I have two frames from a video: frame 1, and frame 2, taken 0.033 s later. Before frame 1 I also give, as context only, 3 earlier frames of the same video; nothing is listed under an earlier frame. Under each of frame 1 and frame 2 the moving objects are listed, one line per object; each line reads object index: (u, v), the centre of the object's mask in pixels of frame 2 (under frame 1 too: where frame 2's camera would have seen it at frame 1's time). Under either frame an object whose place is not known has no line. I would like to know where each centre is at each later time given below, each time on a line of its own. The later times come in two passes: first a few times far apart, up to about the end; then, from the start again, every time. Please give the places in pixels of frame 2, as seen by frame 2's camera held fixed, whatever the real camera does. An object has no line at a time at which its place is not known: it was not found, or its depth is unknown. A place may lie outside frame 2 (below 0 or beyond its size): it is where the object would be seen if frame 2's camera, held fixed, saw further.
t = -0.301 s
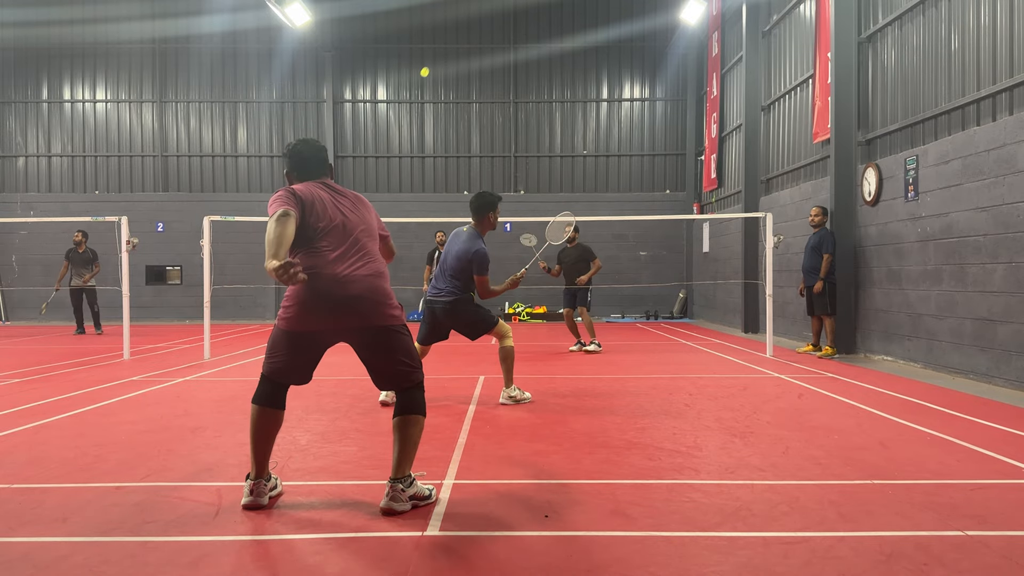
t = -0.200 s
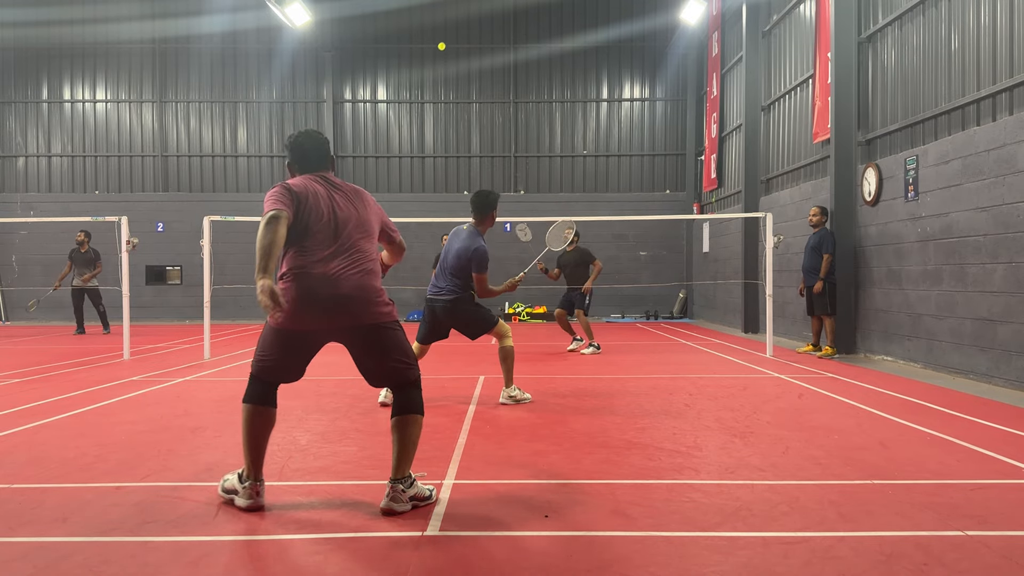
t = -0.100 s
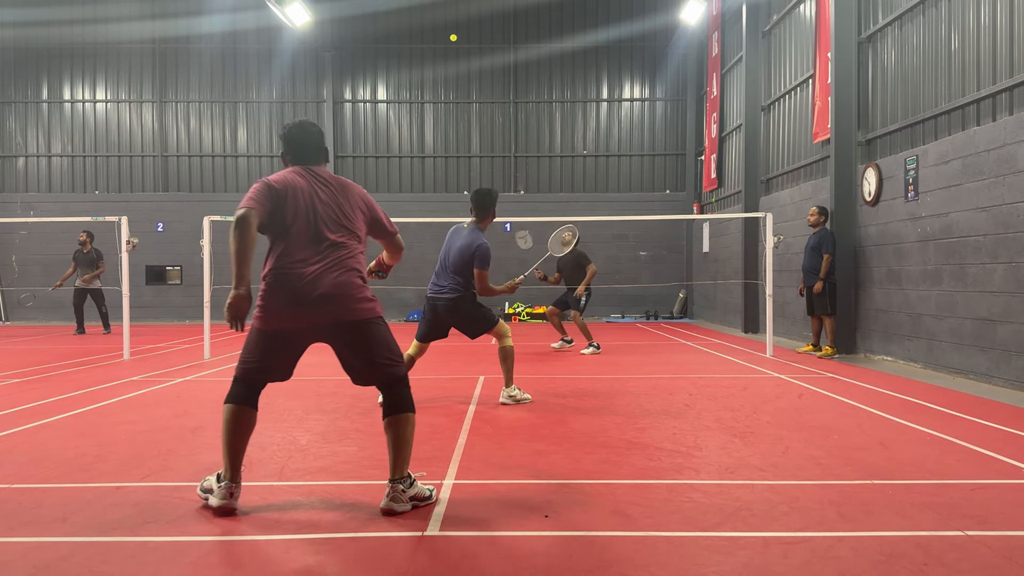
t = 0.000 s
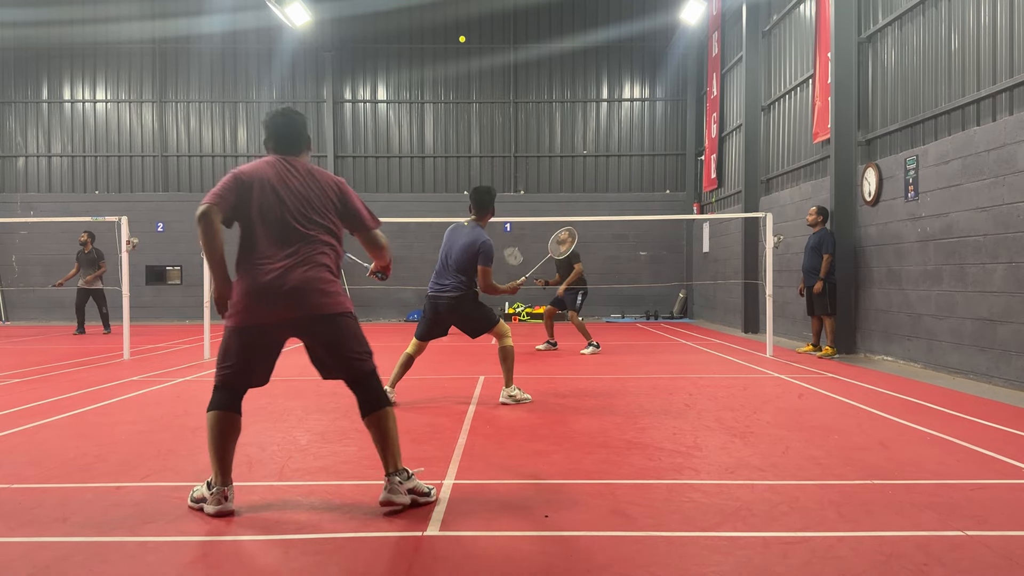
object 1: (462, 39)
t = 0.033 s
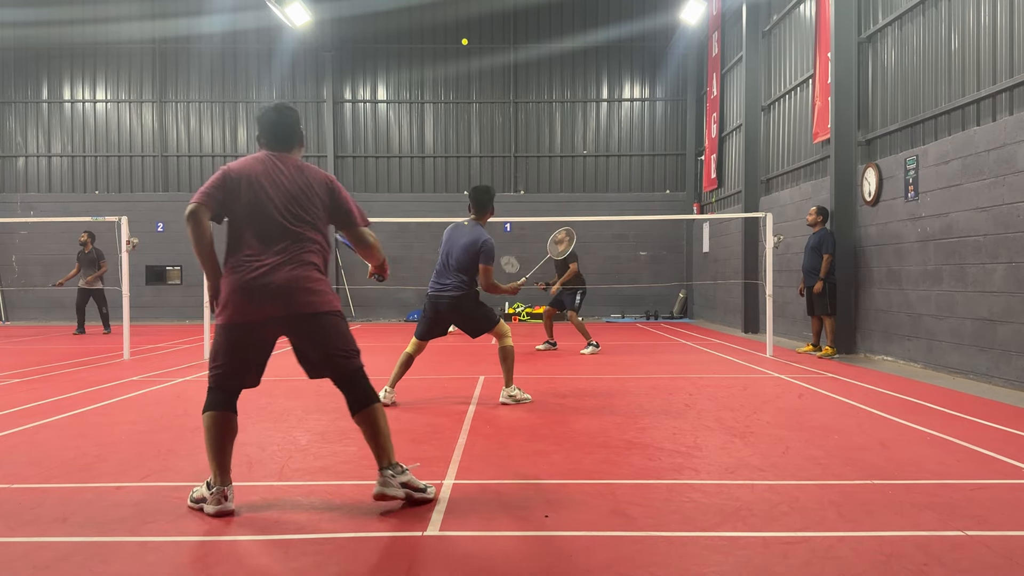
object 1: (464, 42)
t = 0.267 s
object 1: (479, 78)
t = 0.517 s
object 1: (491, 143)
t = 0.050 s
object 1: (466, 43)
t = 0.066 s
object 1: (467, 45)
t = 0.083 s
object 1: (468, 47)
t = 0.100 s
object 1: (469, 49)
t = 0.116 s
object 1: (470, 51)
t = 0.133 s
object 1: (471, 53)
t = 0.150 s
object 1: (472, 55)
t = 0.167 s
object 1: (473, 58)
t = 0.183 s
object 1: (474, 61)
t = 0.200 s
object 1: (475, 64)
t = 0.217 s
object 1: (476, 67)
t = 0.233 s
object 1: (477, 71)
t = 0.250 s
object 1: (478, 74)
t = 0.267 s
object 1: (479, 78)
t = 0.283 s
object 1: (480, 81)
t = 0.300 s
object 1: (481, 85)
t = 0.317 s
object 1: (482, 89)
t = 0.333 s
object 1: (483, 93)
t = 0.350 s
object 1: (483, 97)
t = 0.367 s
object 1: (484, 101)
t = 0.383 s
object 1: (485, 106)
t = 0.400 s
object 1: (485, 110)
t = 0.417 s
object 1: (486, 114)
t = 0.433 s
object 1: (487, 119)
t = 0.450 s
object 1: (488, 123)
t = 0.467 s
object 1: (489, 128)
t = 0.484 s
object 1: (489, 133)
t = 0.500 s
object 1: (490, 137)
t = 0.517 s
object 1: (491, 143)
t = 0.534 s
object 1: (491, 147)
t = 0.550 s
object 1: (492, 152)
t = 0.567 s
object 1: (493, 157)
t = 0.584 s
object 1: (493, 162)
